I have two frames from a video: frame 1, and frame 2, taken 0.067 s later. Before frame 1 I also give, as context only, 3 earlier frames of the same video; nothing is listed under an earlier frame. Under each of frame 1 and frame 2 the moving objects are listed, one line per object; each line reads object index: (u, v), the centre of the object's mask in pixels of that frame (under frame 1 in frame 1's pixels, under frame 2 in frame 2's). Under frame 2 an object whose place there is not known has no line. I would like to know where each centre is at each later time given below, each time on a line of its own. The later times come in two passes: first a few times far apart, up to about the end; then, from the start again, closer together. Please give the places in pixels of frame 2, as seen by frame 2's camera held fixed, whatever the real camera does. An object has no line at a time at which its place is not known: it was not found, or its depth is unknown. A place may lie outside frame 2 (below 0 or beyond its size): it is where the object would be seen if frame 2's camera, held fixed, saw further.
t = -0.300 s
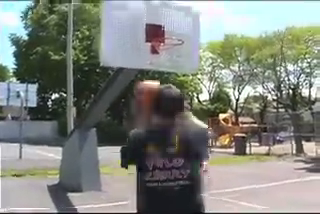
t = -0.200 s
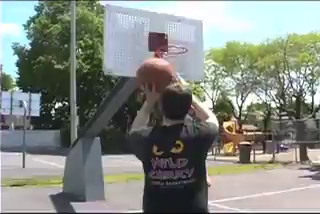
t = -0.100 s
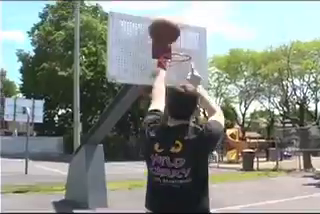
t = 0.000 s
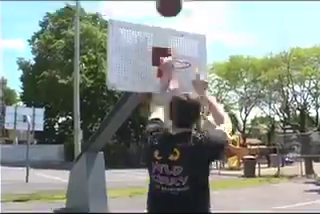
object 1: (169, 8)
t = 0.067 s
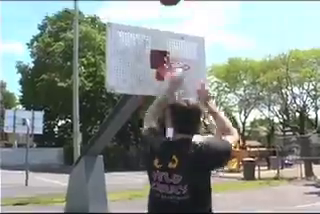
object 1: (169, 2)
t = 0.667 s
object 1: (185, 39)
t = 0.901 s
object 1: (192, 53)
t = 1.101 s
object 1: (201, 54)
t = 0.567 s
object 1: (183, 20)
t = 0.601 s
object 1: (184, 26)
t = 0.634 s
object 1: (184, 33)
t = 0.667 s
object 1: (185, 39)
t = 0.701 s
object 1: (186, 46)
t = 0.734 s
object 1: (187, 53)
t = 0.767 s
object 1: (187, 61)
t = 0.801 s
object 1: (188, 61)
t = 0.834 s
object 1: (189, 58)
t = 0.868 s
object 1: (191, 55)
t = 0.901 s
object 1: (192, 53)
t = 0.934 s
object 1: (193, 51)
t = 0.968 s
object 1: (195, 51)
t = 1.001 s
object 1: (196, 51)
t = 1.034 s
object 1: (198, 51)
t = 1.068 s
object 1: (199, 53)
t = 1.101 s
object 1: (201, 54)
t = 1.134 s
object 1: (203, 54)
